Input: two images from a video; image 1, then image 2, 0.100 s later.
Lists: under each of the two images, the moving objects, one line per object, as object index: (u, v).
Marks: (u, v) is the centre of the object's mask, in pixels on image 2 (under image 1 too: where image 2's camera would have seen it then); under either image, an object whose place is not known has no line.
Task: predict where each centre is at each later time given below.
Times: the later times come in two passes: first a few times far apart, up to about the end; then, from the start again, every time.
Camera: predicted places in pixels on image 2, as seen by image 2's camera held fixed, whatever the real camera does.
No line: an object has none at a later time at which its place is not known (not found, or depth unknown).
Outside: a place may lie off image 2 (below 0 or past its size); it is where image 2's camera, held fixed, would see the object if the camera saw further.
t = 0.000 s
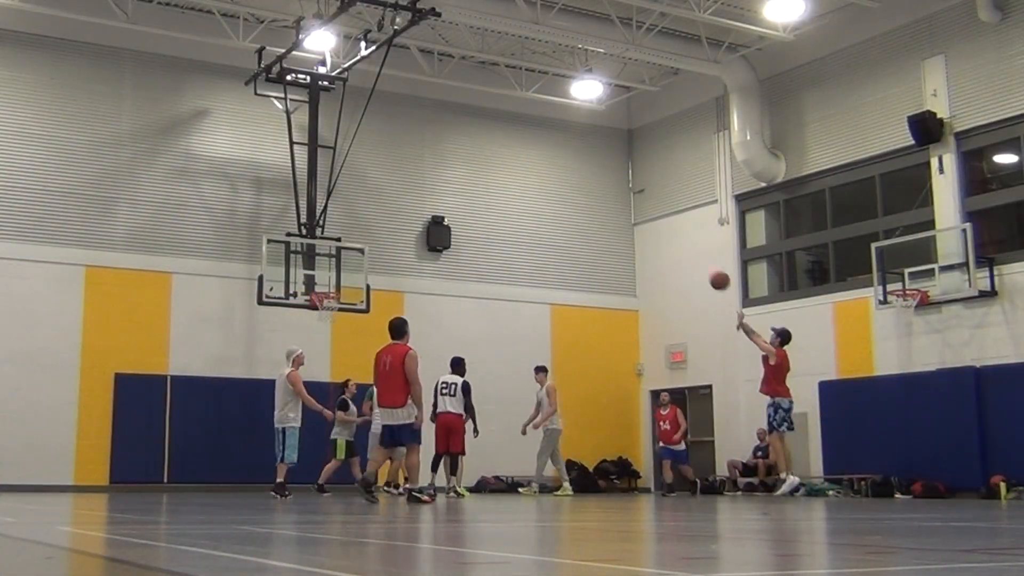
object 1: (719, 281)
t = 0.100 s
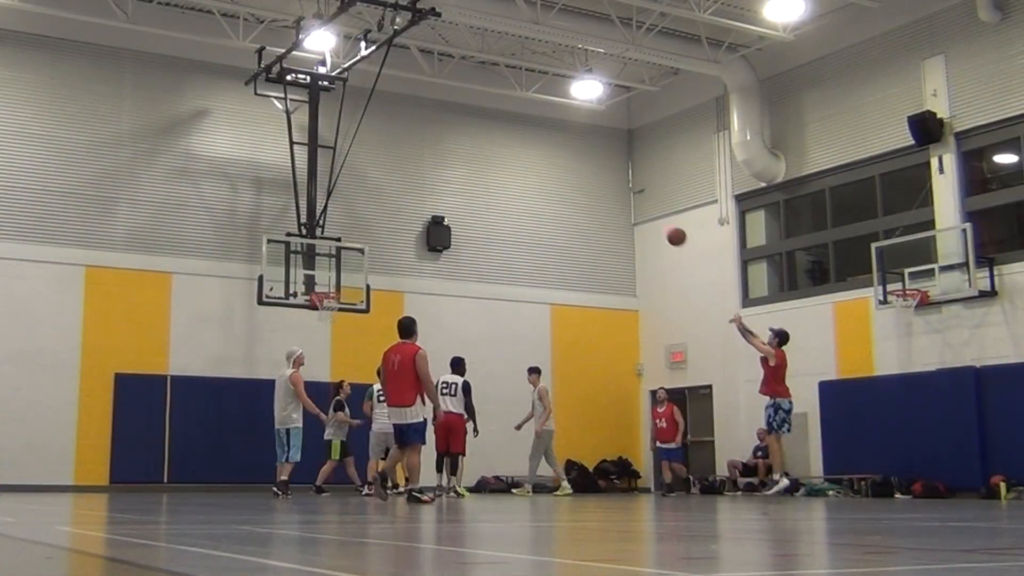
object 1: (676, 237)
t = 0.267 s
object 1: (611, 185)
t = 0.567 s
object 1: (510, 149)
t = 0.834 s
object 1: (433, 170)
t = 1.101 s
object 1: (363, 233)
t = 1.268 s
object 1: (323, 291)
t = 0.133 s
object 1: (663, 224)
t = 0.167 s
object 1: (649, 212)
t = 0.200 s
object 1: (635, 202)
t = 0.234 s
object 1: (623, 193)
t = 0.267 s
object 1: (611, 185)
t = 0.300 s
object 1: (599, 177)
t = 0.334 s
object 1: (587, 171)
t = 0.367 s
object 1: (575, 165)
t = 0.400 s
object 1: (564, 161)
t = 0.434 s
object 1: (553, 157)
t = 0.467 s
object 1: (542, 154)
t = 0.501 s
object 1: (531, 152)
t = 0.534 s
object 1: (520, 150)
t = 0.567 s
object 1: (510, 149)
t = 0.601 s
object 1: (500, 150)
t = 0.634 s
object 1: (490, 150)
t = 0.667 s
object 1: (480, 152)
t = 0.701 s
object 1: (470, 154)
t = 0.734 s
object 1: (461, 157)
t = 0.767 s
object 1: (451, 161)
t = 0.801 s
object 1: (442, 165)
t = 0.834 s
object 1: (433, 170)
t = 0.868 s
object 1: (424, 176)
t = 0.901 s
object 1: (415, 182)
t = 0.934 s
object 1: (406, 189)
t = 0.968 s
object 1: (397, 197)
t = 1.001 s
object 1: (389, 205)
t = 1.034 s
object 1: (380, 214)
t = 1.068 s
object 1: (372, 223)
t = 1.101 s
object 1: (363, 233)
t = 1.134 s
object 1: (355, 244)
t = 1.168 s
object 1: (348, 255)
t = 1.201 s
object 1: (339, 266)
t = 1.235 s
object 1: (331, 279)
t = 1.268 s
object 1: (323, 291)
